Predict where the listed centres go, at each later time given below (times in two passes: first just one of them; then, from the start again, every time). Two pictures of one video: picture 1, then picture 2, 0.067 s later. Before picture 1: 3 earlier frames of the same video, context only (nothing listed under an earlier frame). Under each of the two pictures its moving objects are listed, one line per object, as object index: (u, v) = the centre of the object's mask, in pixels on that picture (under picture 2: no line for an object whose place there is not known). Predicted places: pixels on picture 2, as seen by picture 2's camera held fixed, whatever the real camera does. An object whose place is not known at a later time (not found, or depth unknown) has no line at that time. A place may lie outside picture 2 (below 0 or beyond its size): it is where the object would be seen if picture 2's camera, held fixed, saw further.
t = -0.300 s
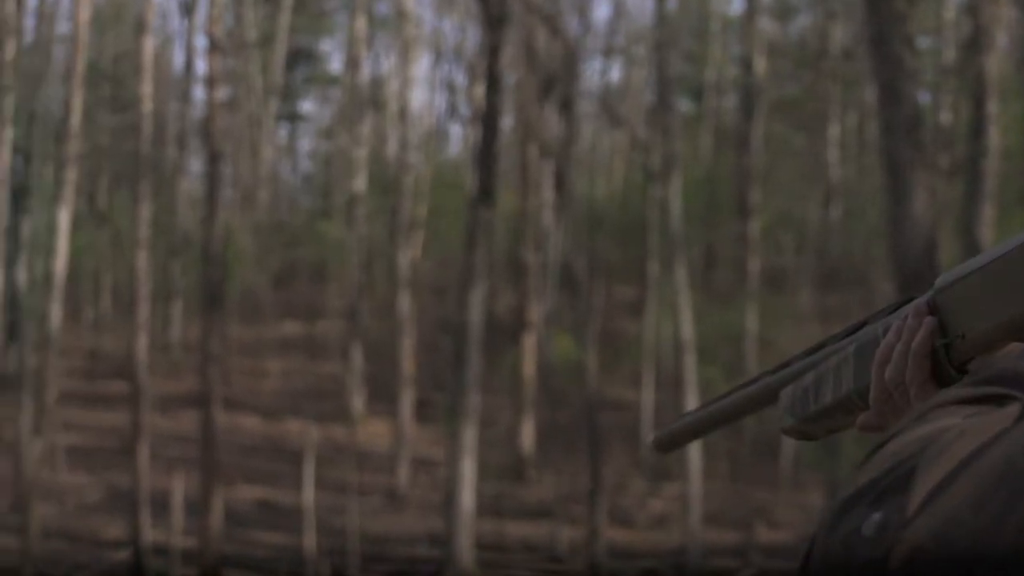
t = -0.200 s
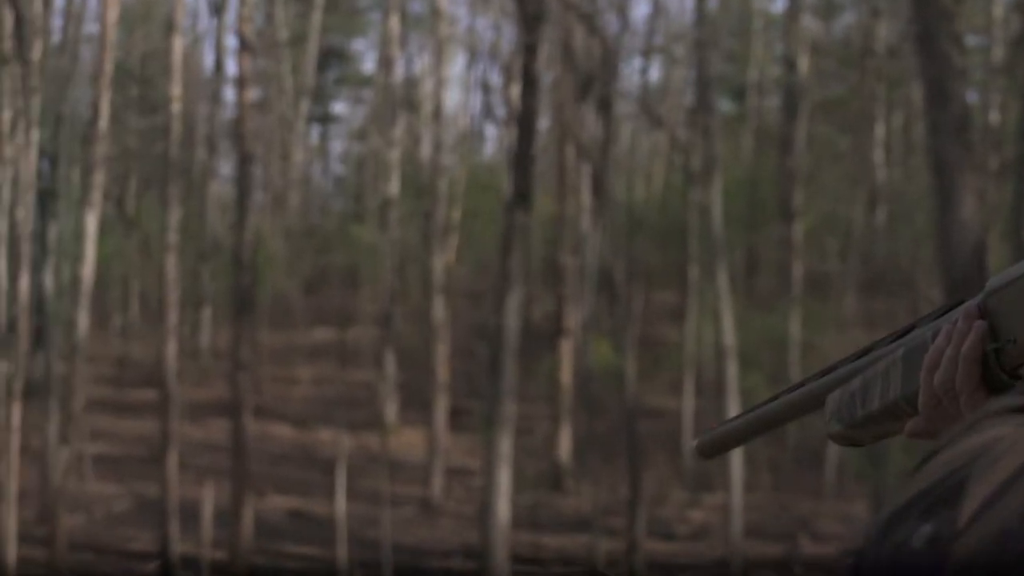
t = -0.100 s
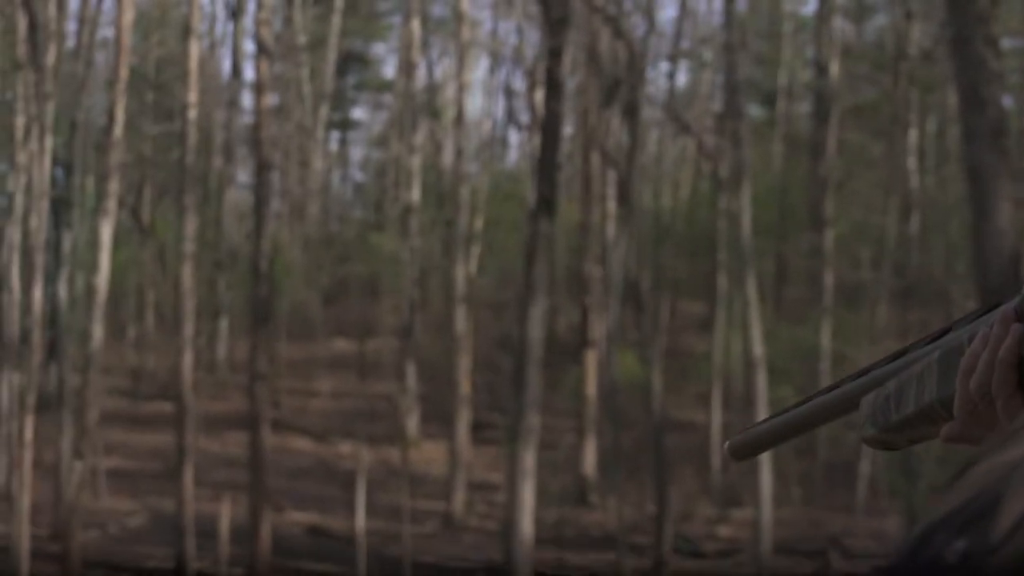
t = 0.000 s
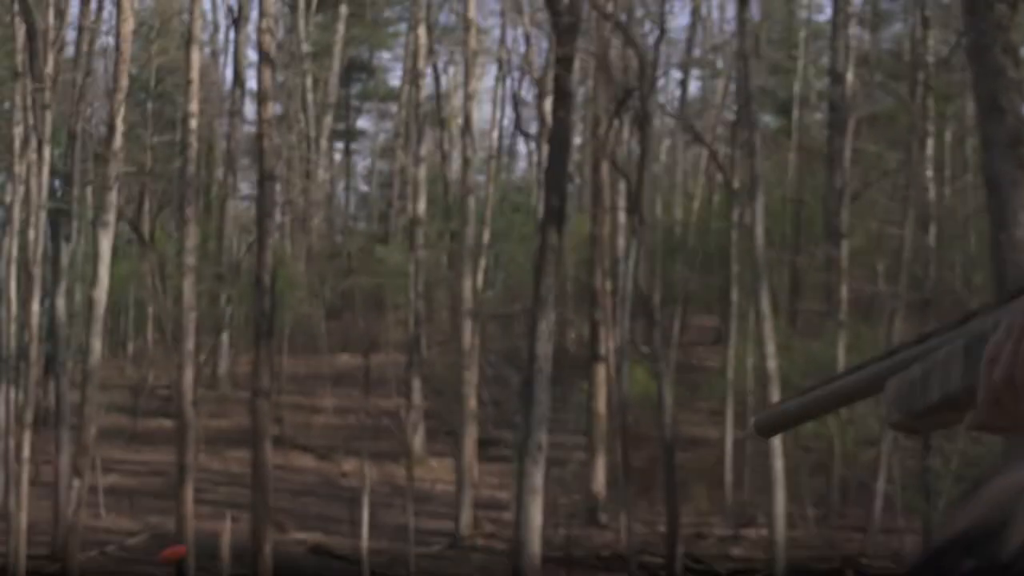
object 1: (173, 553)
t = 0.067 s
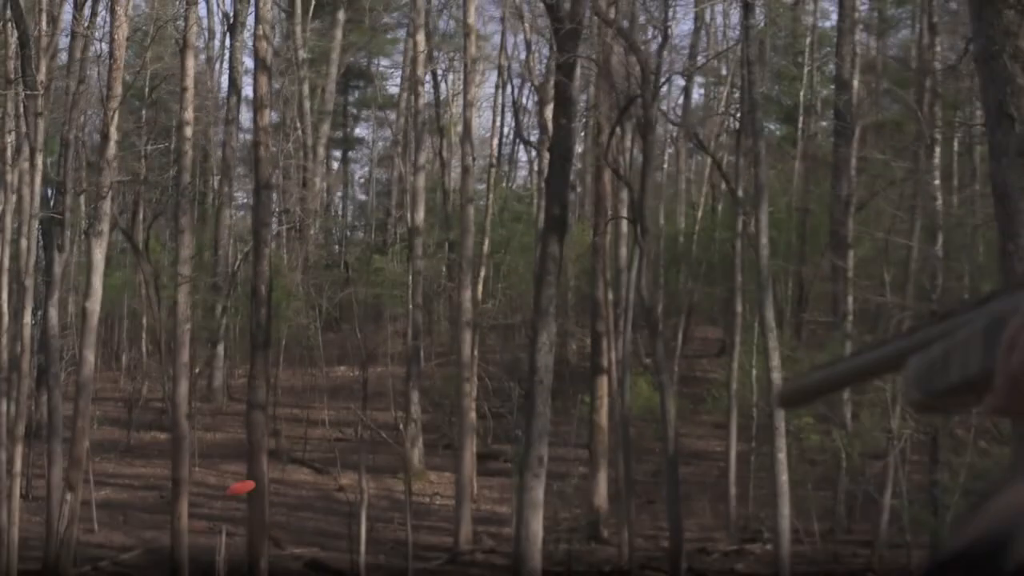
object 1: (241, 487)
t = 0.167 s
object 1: (315, 413)
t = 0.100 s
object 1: (267, 460)
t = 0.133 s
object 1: (294, 433)
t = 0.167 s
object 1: (315, 413)
